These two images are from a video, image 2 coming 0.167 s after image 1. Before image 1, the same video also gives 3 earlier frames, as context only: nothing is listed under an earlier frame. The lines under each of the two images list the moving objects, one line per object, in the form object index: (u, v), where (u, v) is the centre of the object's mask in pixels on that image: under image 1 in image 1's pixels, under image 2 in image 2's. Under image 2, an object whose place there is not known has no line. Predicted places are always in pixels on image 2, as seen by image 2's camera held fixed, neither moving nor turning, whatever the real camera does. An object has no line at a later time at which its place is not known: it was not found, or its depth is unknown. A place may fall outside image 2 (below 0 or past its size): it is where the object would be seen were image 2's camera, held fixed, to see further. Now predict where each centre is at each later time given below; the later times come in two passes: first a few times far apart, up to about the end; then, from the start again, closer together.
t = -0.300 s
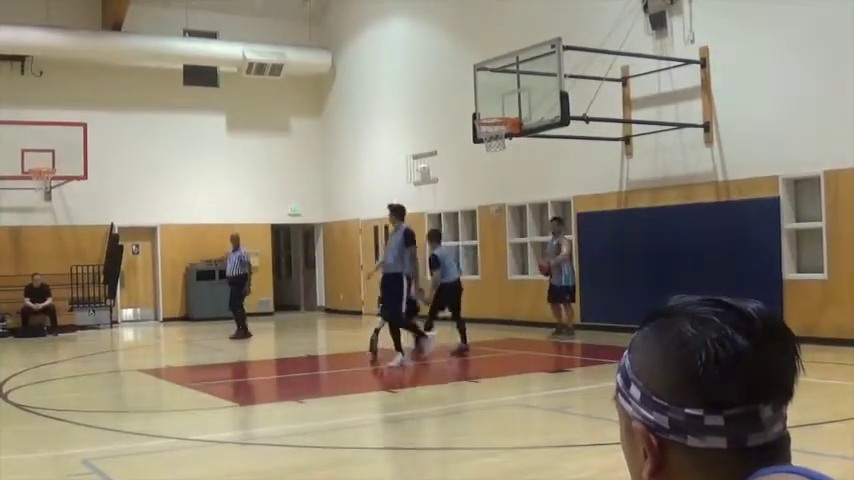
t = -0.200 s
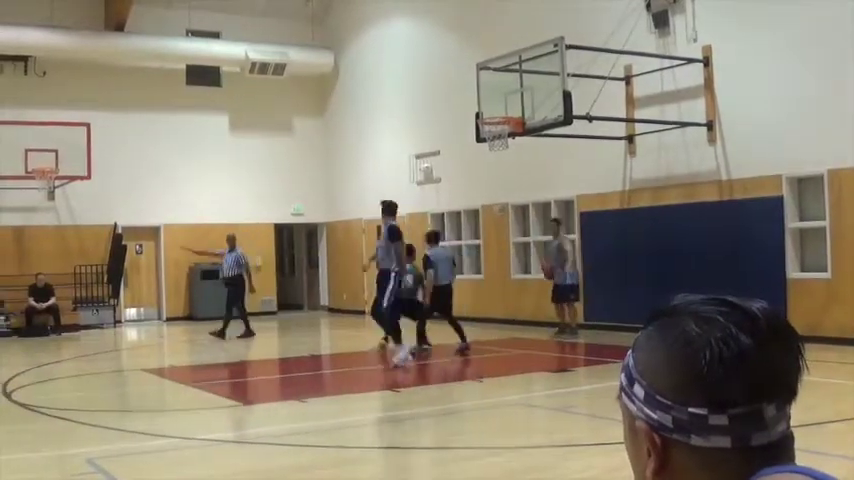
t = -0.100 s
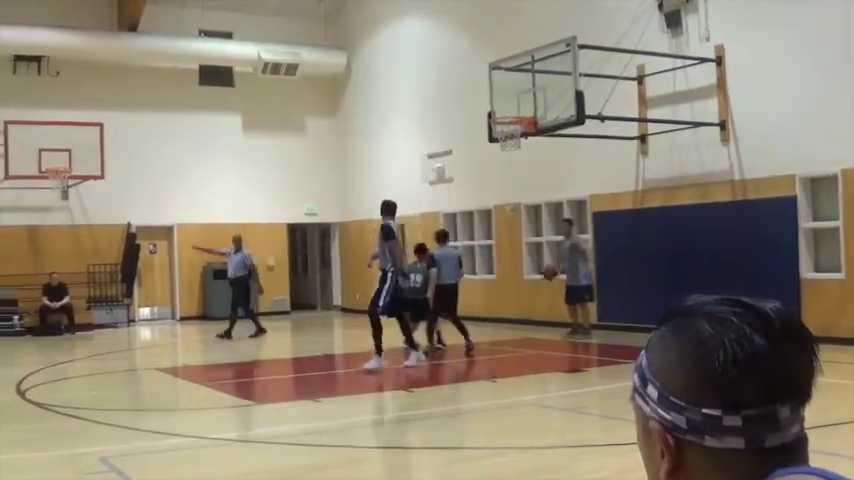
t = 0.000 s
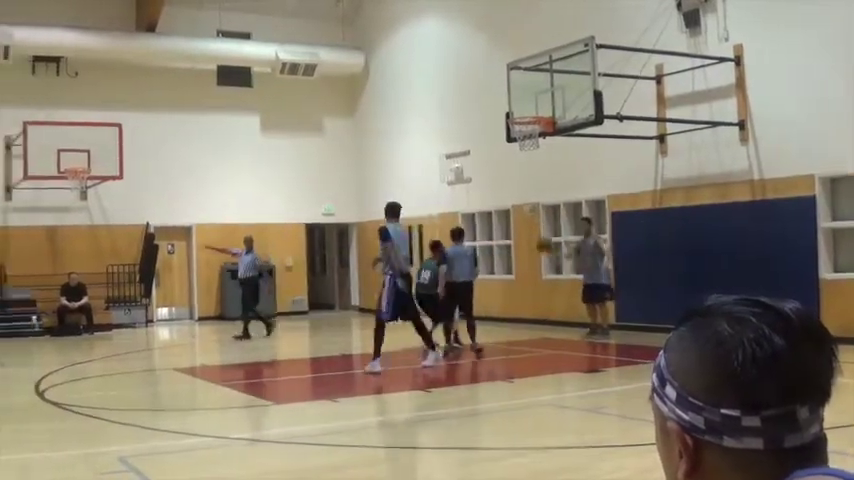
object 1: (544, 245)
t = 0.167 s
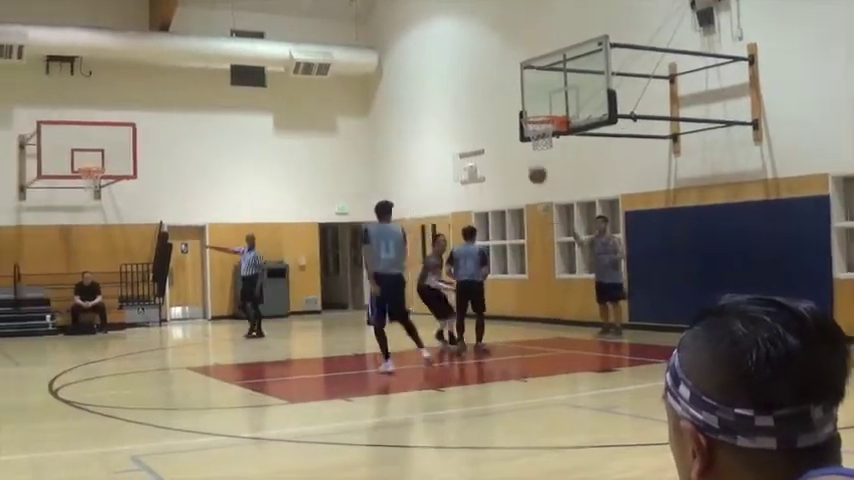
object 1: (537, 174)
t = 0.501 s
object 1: (487, 74)
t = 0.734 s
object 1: (437, 47)
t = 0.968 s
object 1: (366, 81)
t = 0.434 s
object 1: (499, 89)
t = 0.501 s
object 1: (487, 74)
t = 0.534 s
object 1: (480, 67)
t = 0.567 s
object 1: (474, 61)
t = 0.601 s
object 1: (468, 56)
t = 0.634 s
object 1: (461, 52)
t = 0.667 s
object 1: (455, 48)
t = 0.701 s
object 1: (446, 47)
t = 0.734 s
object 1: (437, 47)
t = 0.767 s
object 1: (428, 47)
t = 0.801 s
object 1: (419, 49)
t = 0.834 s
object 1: (409, 52)
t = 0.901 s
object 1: (388, 64)
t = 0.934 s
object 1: (377, 71)
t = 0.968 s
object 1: (366, 81)
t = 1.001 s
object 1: (354, 91)
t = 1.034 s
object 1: (340, 103)
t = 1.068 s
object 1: (328, 118)
